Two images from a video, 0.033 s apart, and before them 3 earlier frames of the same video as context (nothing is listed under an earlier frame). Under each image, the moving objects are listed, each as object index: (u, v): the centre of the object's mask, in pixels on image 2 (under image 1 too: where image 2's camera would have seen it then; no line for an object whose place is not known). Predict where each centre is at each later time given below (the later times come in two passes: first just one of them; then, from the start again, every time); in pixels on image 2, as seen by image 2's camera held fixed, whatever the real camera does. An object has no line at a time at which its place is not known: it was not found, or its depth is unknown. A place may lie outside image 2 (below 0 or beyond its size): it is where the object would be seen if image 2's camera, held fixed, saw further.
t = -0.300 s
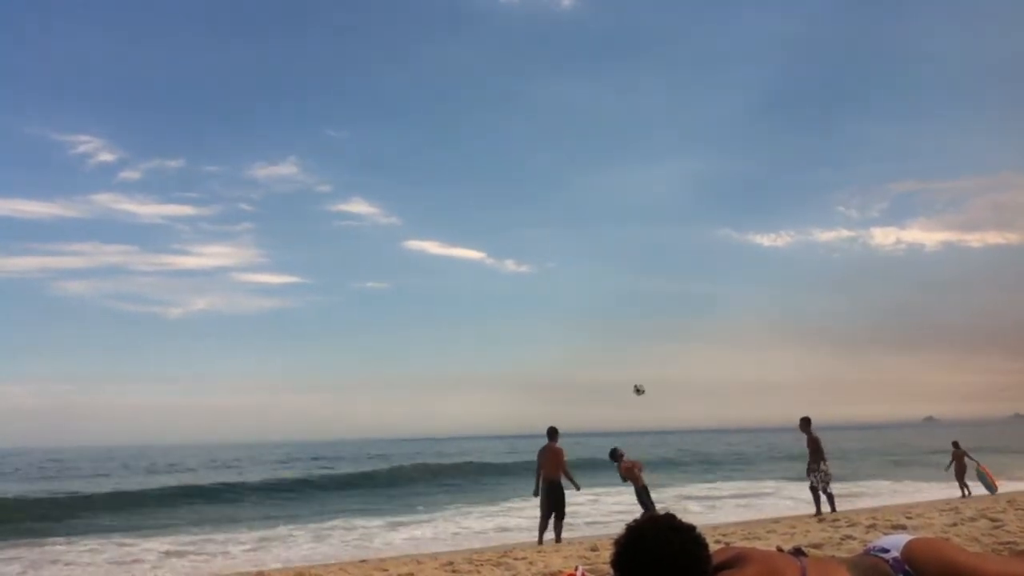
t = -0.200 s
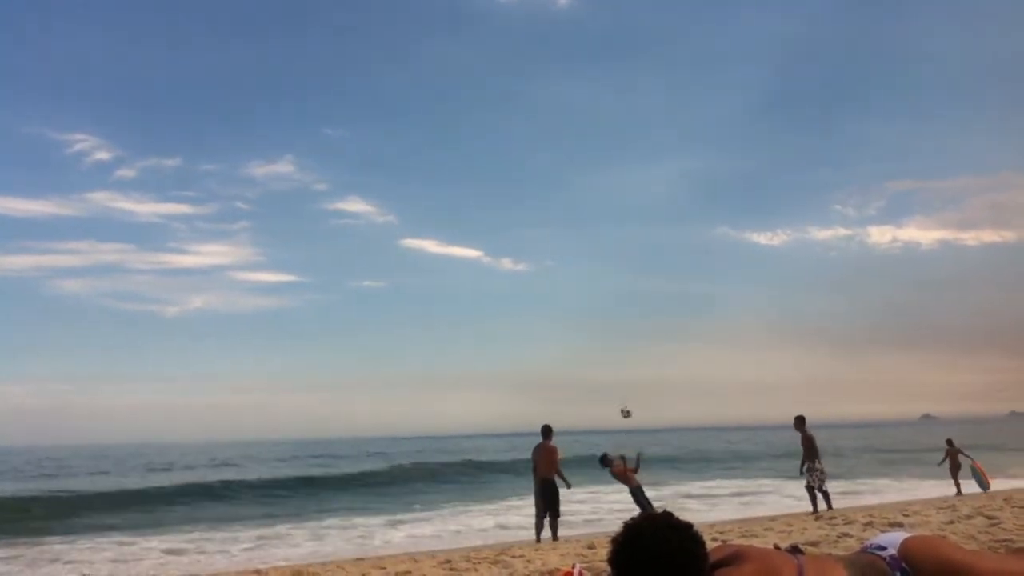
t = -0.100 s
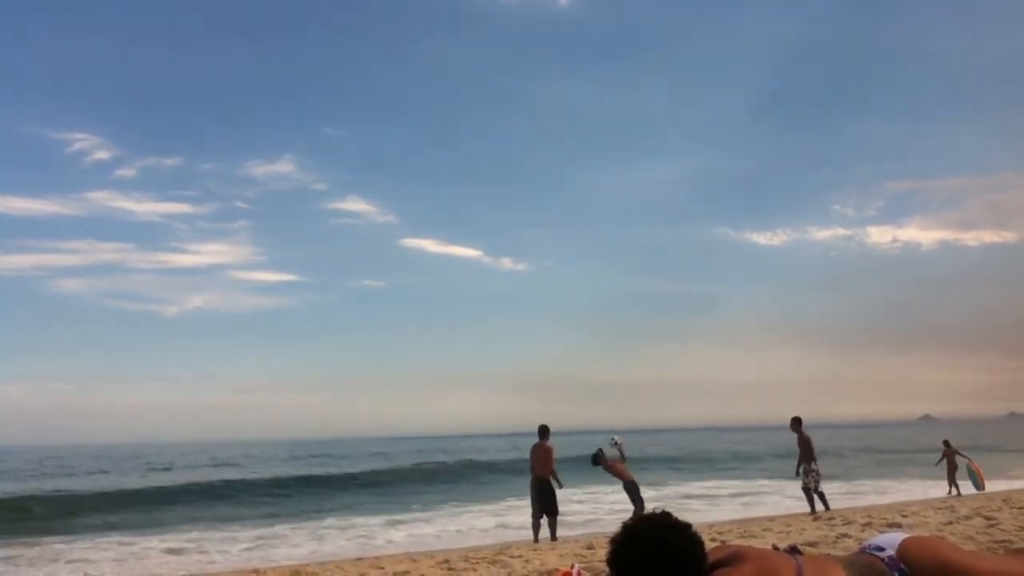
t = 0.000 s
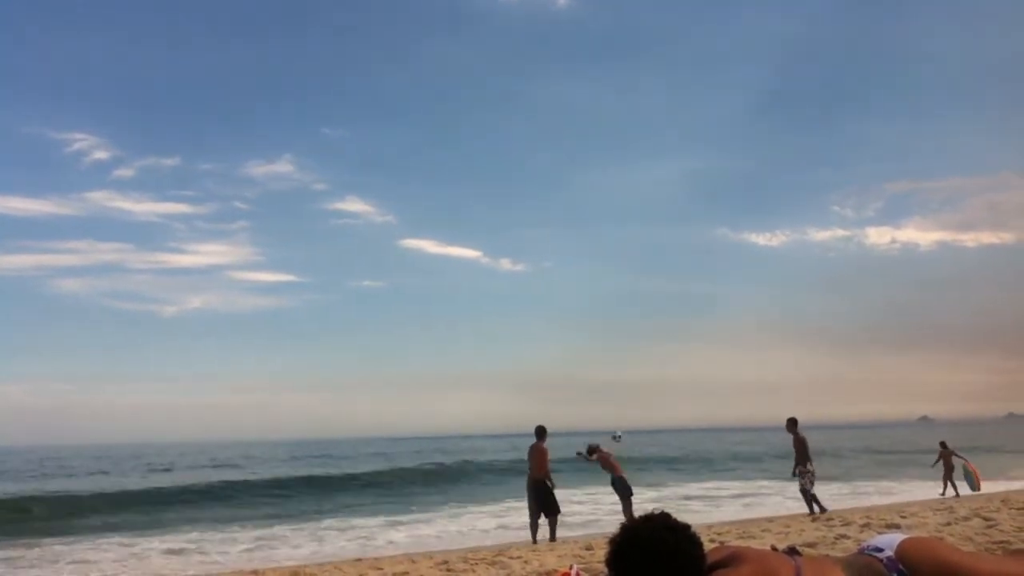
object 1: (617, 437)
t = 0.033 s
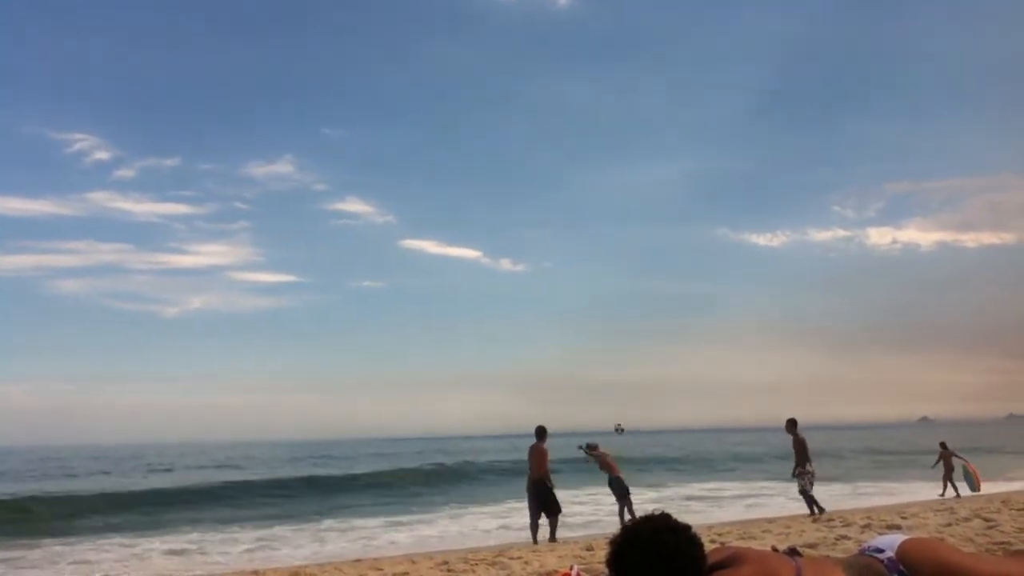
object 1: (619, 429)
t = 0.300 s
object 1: (642, 378)
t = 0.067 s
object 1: (622, 420)
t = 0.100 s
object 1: (624, 413)
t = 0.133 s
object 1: (627, 405)
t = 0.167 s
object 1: (631, 398)
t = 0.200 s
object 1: (633, 392)
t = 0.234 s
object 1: (637, 387)
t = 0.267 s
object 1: (639, 382)
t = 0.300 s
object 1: (642, 378)
